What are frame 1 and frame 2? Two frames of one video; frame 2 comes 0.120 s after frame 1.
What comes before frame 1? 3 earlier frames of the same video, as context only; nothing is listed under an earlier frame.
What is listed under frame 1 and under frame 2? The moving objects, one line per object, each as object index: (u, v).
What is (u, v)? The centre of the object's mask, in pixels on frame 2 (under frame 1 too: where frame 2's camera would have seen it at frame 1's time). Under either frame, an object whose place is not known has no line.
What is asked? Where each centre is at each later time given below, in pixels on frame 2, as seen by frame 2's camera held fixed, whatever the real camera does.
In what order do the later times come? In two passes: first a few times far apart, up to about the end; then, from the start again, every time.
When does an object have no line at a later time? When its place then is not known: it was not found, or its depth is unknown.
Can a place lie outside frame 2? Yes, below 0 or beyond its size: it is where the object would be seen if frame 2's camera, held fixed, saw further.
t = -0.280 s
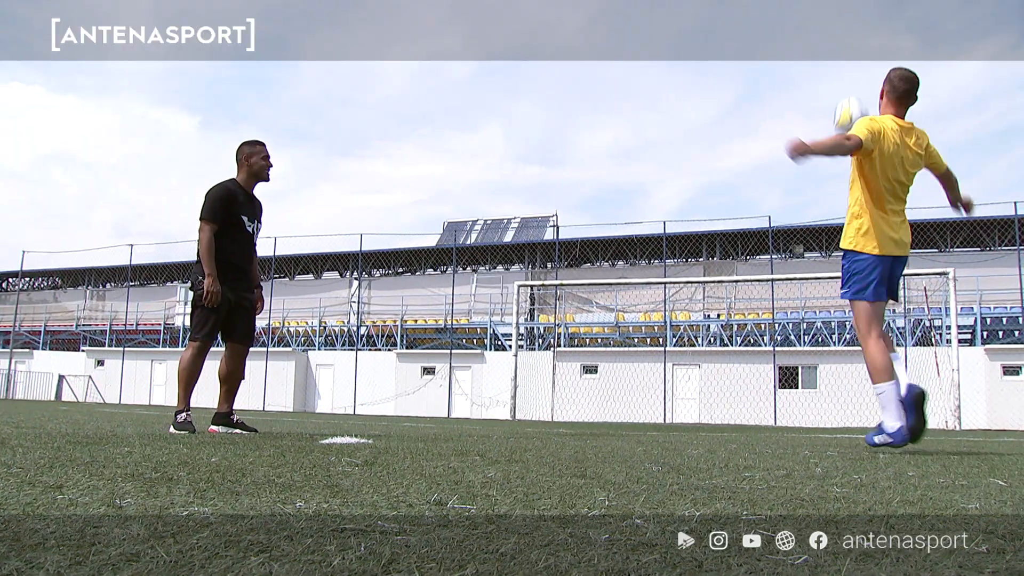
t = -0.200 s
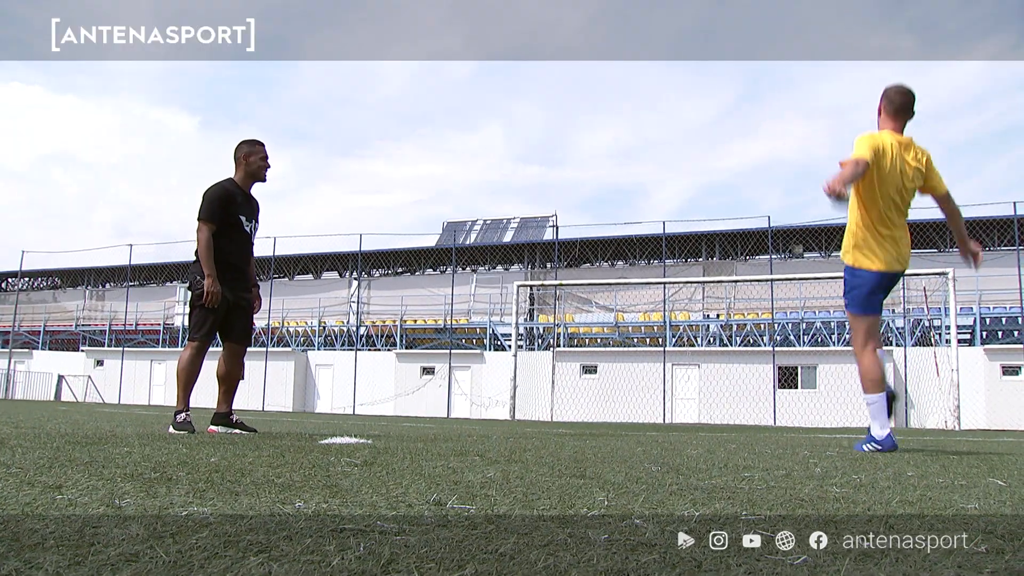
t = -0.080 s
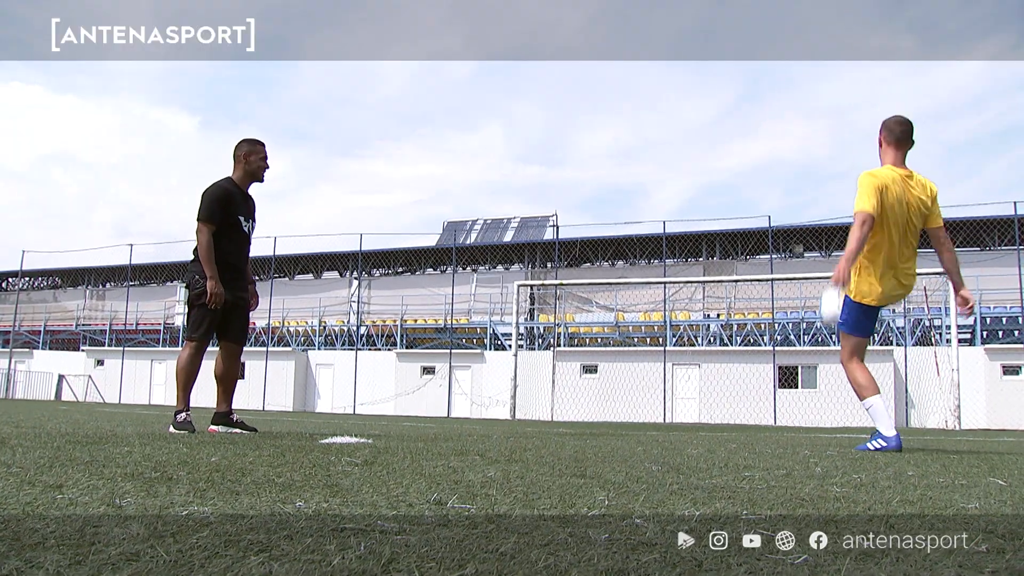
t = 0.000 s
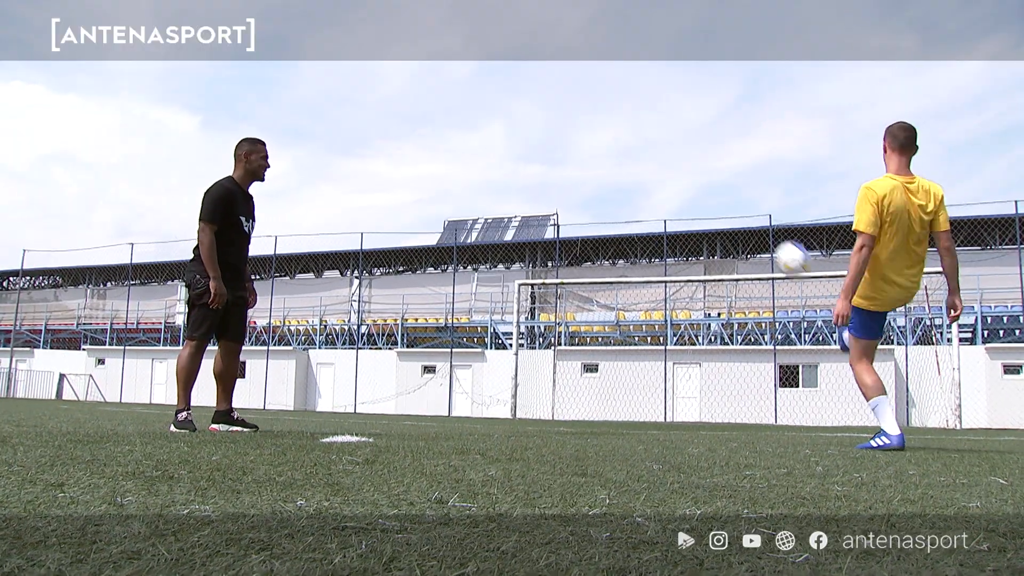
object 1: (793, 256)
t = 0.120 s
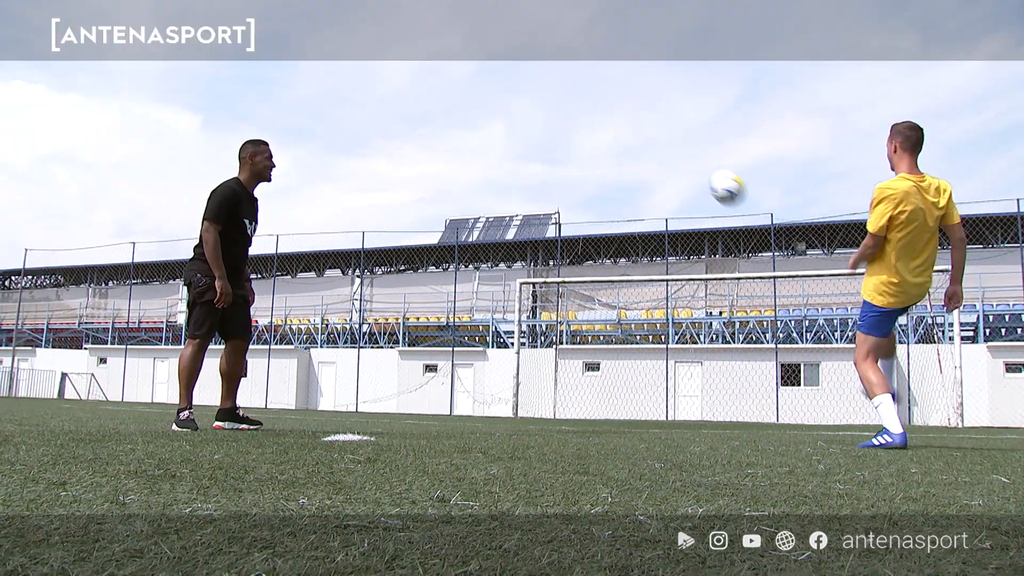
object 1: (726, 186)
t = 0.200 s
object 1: (681, 152)
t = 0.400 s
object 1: (568, 107)
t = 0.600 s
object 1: (453, 121)
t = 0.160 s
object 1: (704, 168)
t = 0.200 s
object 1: (681, 152)
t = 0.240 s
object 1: (658, 138)
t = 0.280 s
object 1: (636, 127)
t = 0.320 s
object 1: (613, 118)
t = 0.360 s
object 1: (590, 111)
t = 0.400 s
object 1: (568, 107)
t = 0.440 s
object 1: (545, 105)
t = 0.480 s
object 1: (523, 106)
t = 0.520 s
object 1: (499, 109)
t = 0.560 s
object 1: (476, 114)
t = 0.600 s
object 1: (453, 121)
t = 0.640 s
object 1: (430, 132)
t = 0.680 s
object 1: (407, 144)
